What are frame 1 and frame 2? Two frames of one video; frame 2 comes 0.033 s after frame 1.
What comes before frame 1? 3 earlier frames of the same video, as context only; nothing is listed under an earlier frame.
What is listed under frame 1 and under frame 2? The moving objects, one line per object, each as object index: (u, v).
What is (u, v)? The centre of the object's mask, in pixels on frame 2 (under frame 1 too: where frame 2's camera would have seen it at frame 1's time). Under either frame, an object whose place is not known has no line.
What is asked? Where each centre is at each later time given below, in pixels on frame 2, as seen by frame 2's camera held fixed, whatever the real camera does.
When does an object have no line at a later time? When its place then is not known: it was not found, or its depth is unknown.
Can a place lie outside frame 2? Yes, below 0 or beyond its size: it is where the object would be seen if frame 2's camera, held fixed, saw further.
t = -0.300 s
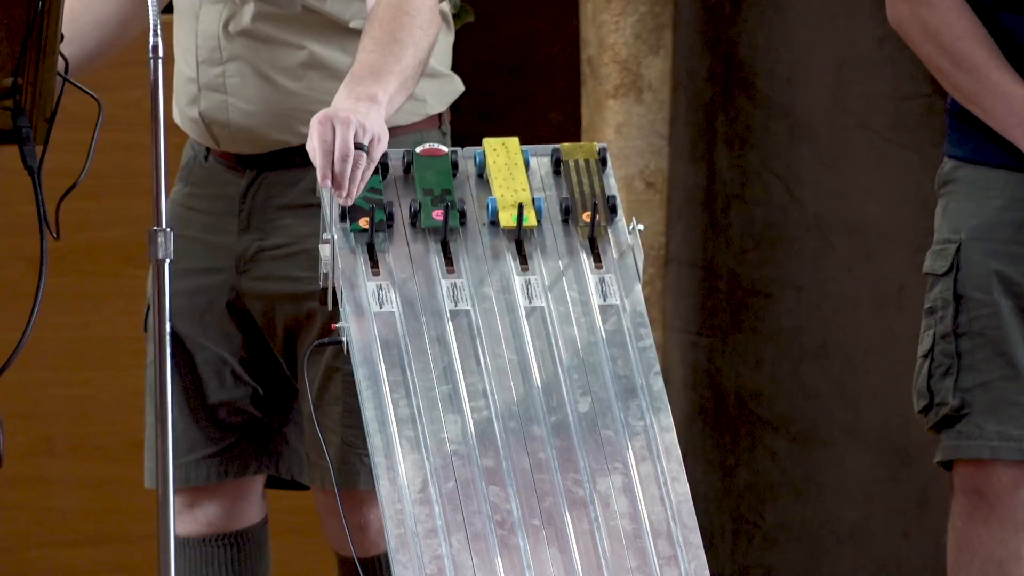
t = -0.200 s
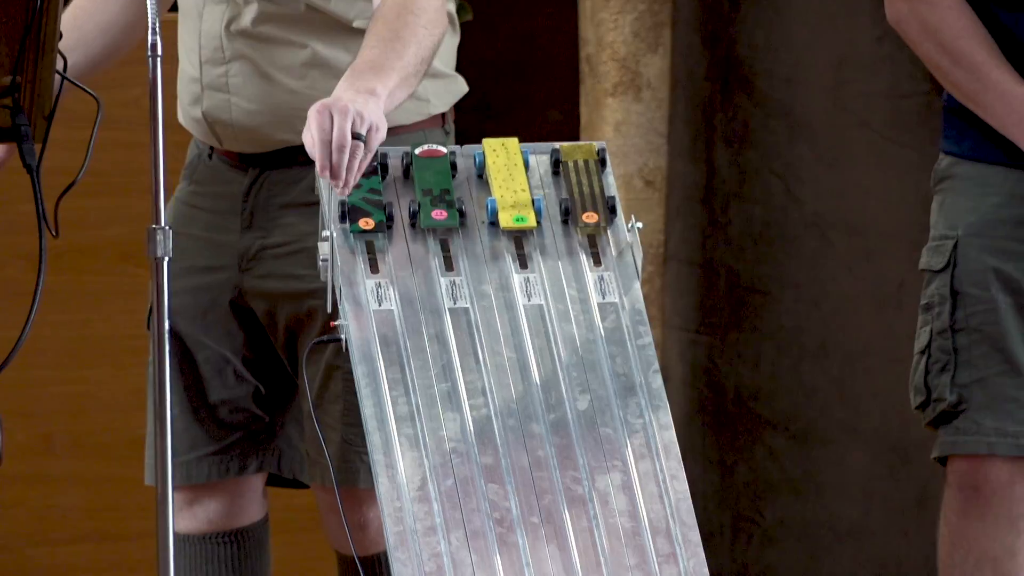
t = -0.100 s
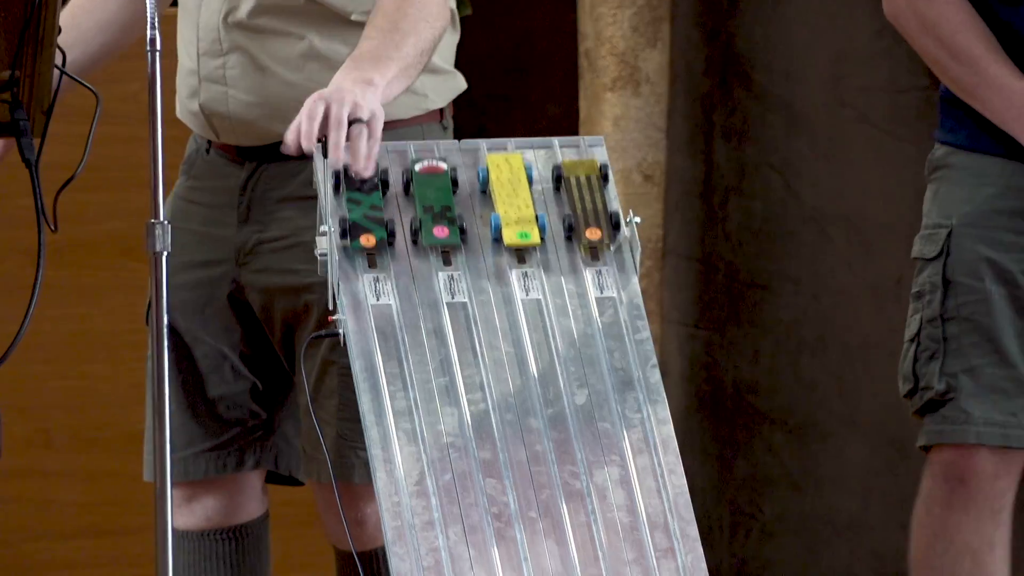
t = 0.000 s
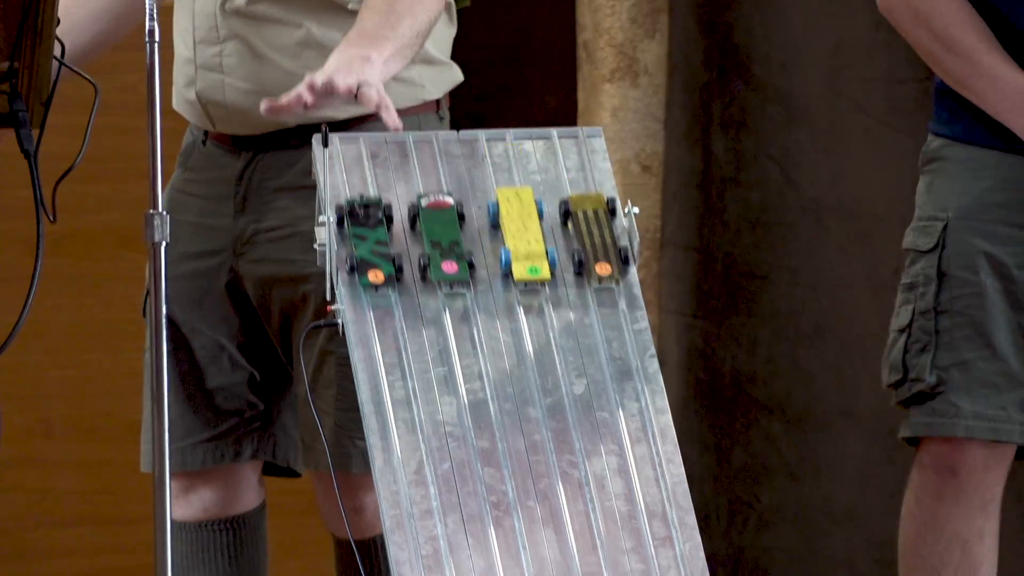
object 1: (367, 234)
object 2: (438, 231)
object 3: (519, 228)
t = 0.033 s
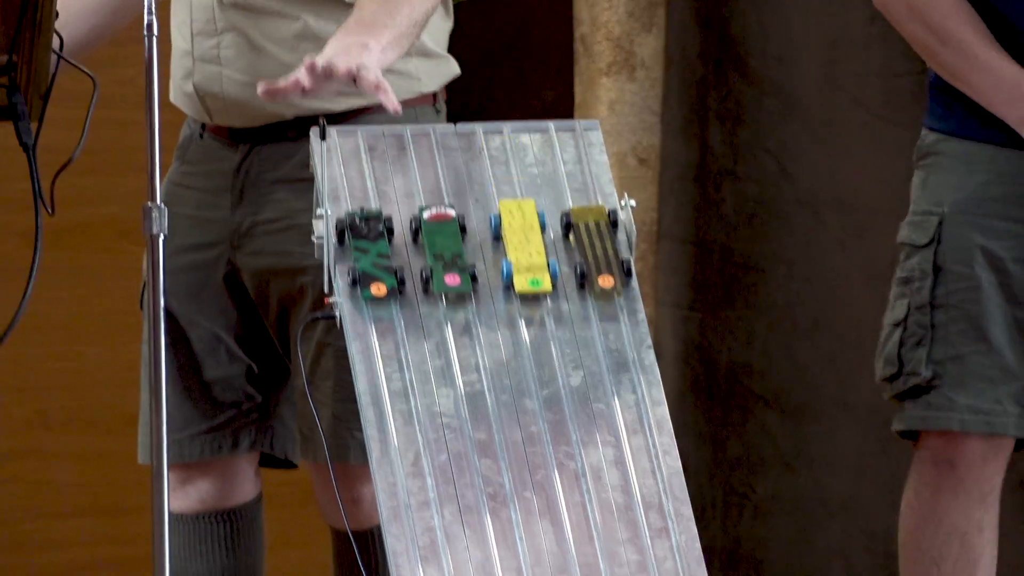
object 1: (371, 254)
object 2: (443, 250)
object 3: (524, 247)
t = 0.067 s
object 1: (376, 274)
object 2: (448, 271)
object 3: (529, 269)
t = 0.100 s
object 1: (382, 301)
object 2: (455, 297)
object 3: (534, 293)
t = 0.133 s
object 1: (390, 329)
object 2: (461, 325)
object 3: (540, 320)
